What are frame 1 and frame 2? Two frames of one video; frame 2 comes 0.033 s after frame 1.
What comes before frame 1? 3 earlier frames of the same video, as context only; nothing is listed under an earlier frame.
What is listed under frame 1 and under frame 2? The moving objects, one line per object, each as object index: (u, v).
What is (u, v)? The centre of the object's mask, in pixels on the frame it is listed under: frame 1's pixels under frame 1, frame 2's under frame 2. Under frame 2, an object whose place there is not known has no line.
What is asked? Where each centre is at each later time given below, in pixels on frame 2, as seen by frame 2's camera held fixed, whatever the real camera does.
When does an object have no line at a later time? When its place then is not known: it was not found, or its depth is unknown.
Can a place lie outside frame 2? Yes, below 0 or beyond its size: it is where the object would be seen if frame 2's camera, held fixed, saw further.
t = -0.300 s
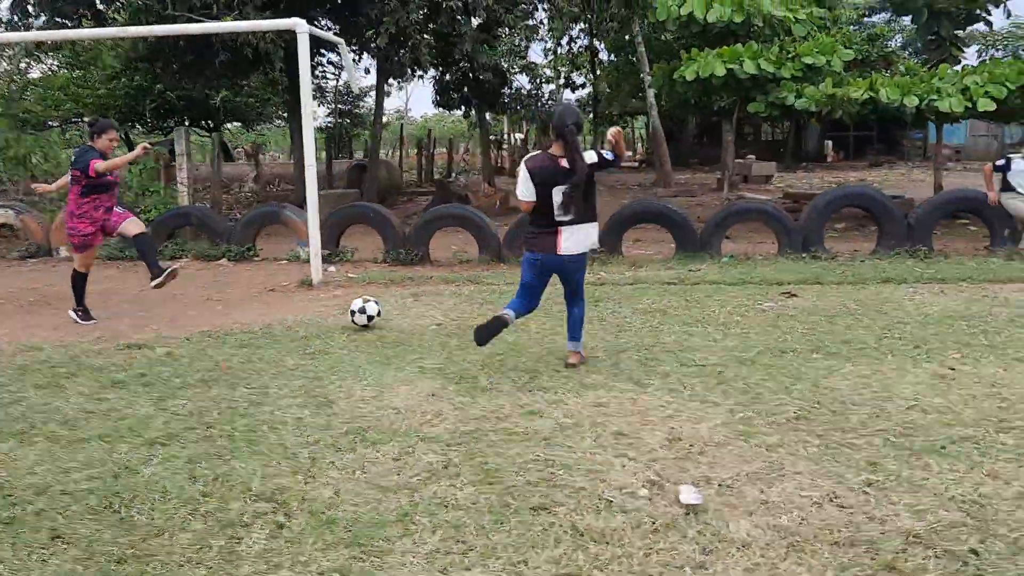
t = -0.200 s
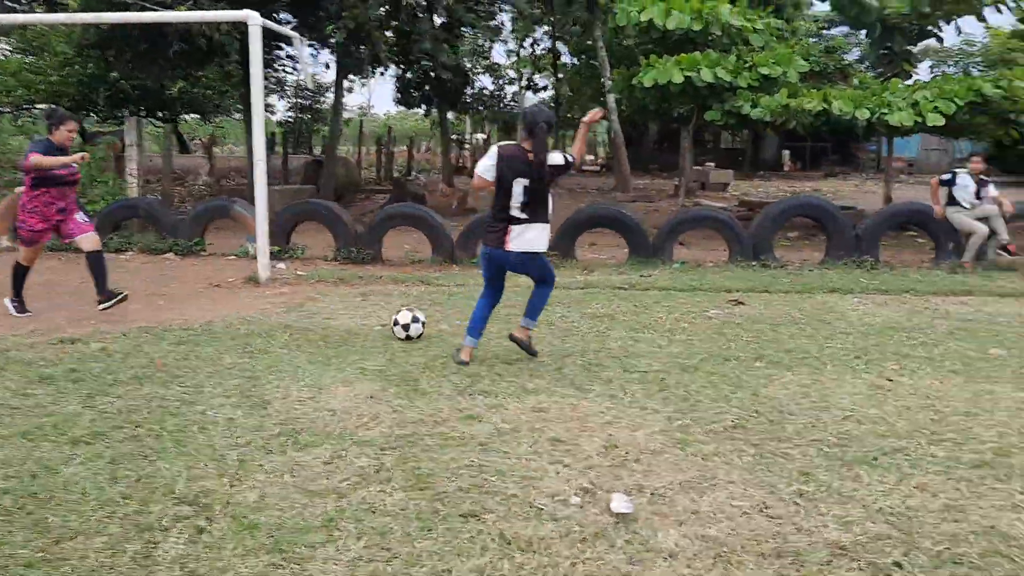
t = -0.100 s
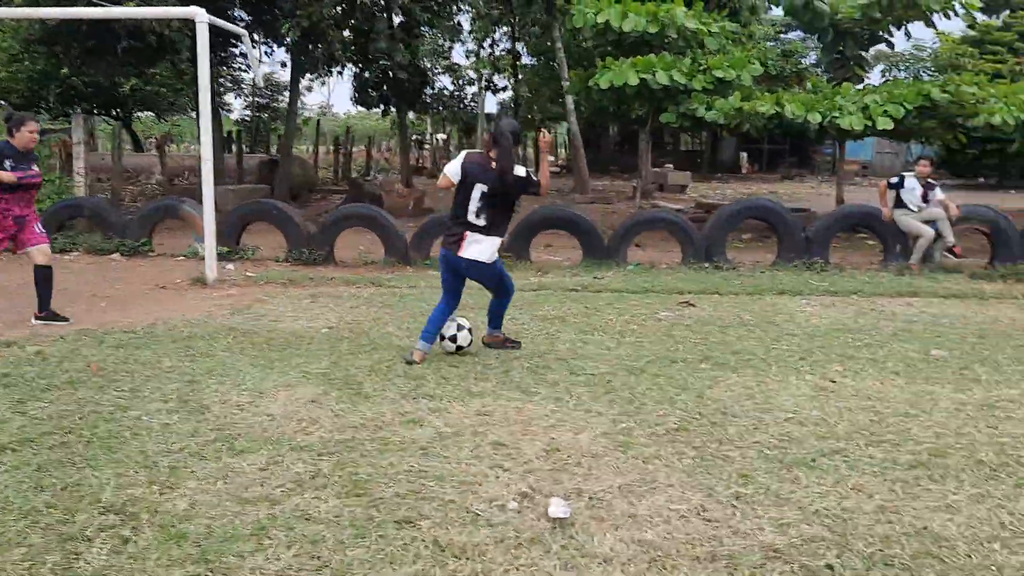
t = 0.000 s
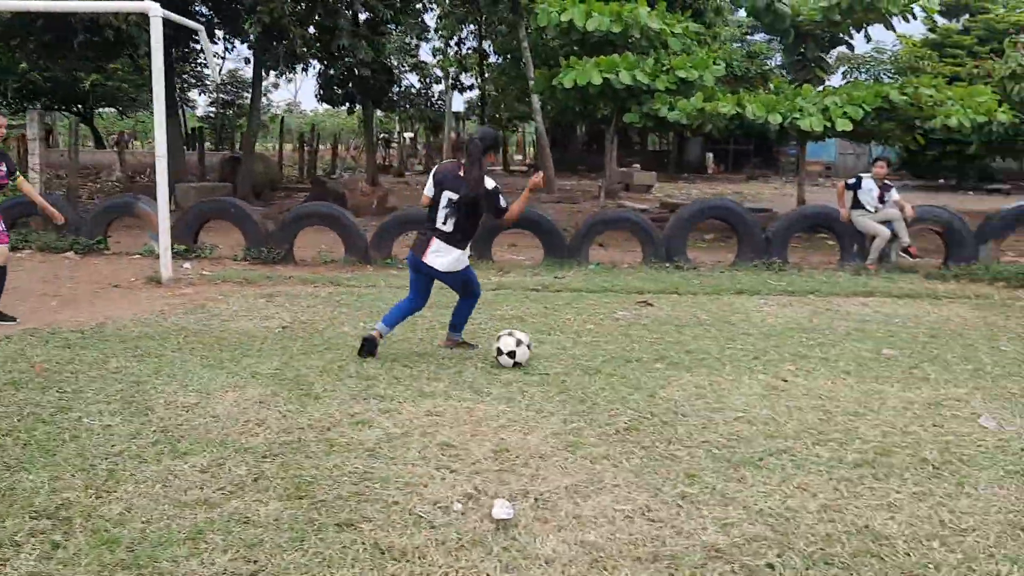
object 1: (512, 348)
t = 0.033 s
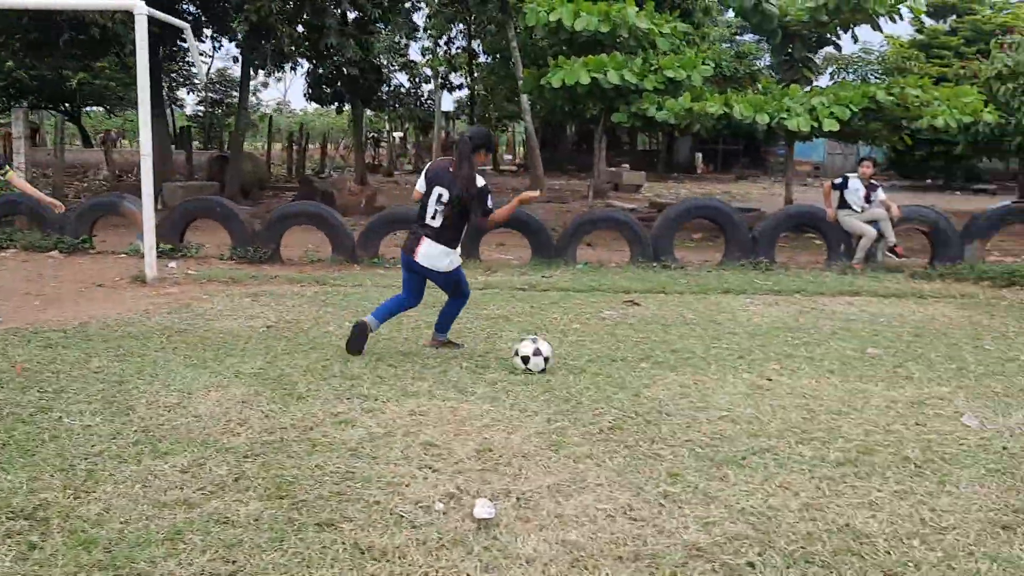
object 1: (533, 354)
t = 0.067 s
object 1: (567, 358)
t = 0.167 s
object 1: (669, 365)
